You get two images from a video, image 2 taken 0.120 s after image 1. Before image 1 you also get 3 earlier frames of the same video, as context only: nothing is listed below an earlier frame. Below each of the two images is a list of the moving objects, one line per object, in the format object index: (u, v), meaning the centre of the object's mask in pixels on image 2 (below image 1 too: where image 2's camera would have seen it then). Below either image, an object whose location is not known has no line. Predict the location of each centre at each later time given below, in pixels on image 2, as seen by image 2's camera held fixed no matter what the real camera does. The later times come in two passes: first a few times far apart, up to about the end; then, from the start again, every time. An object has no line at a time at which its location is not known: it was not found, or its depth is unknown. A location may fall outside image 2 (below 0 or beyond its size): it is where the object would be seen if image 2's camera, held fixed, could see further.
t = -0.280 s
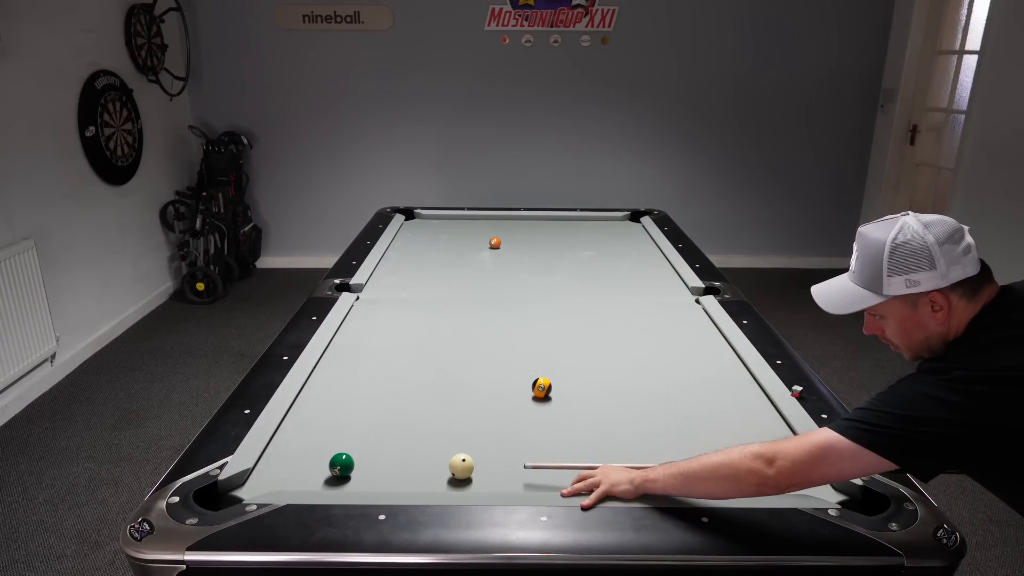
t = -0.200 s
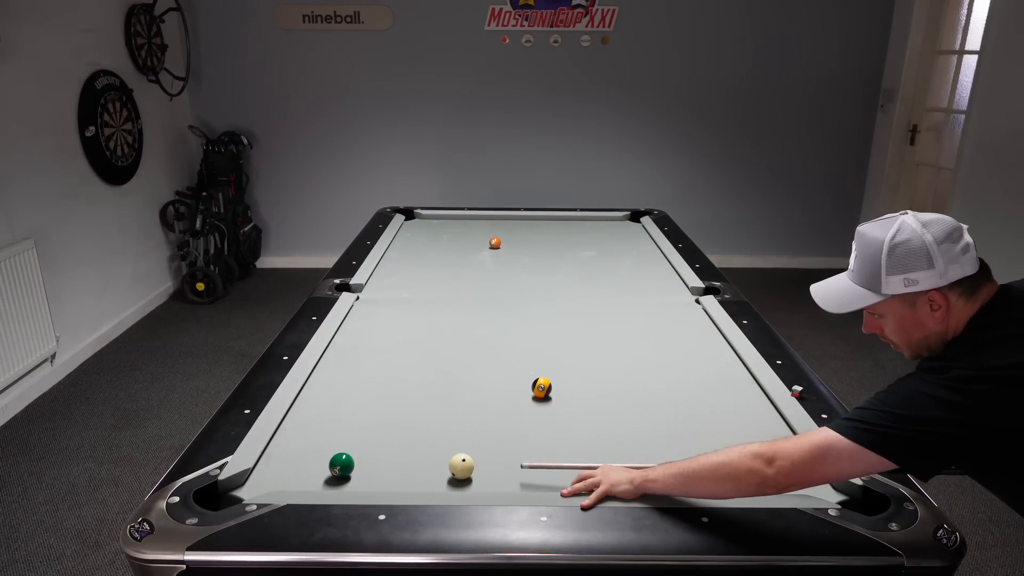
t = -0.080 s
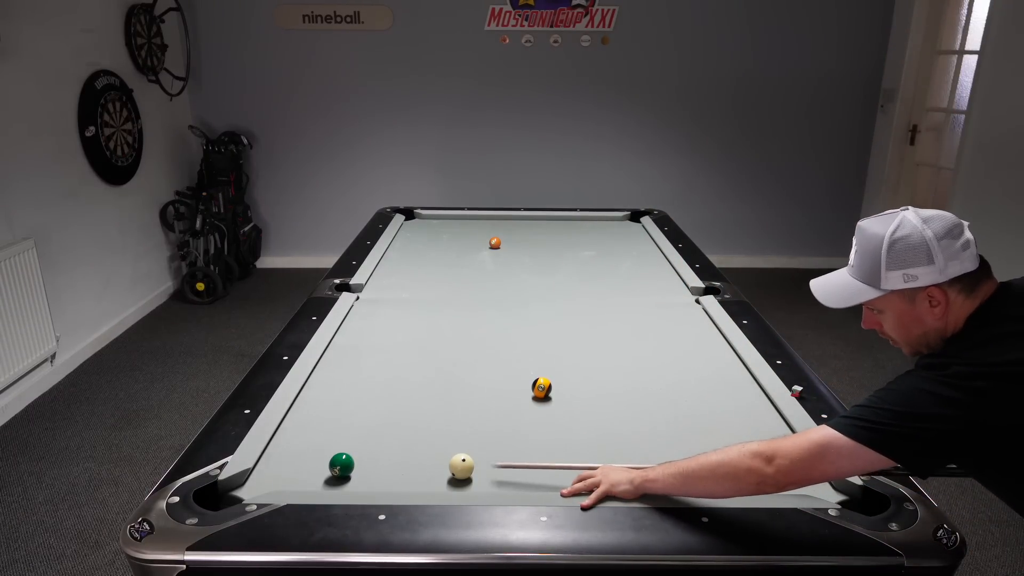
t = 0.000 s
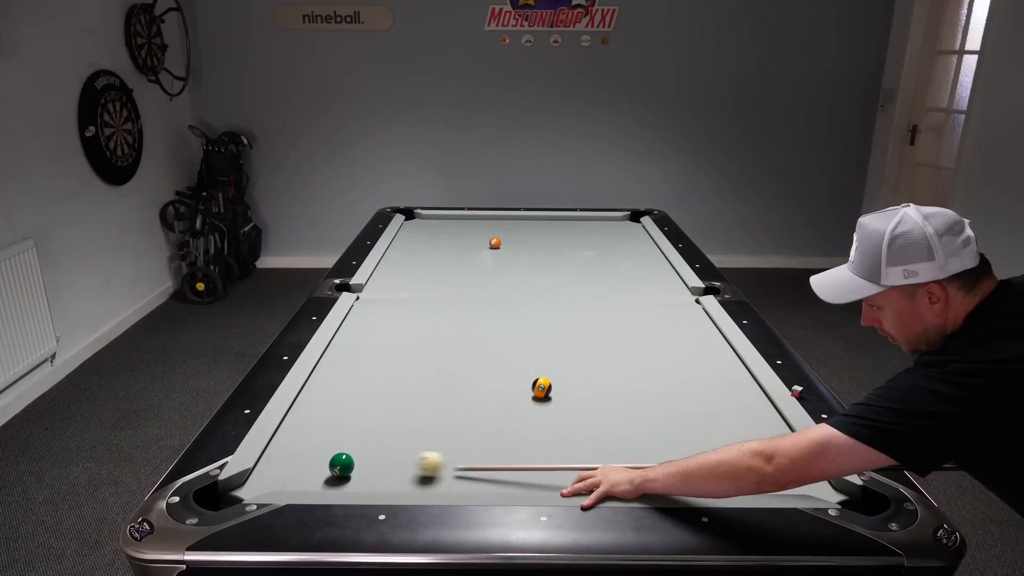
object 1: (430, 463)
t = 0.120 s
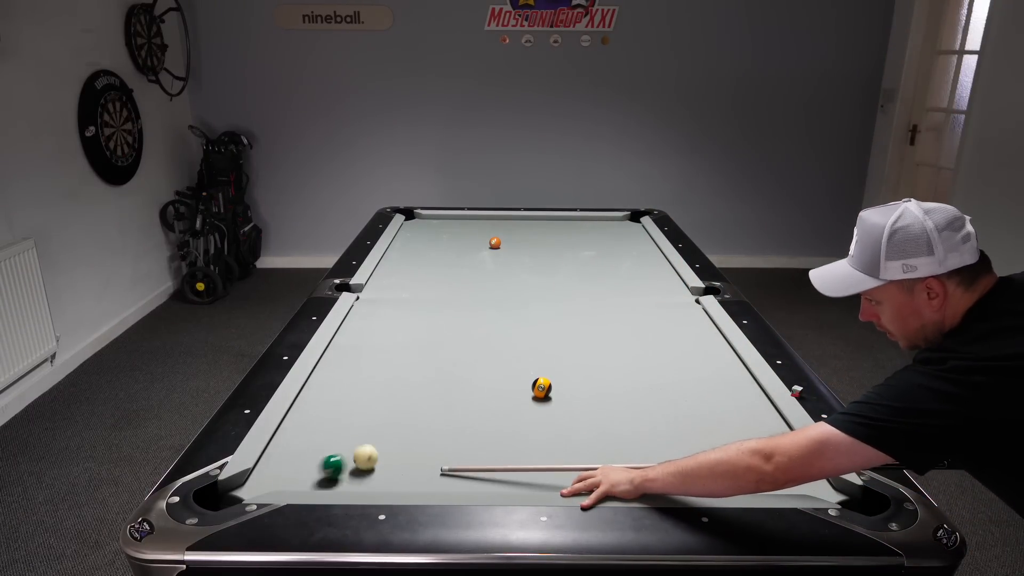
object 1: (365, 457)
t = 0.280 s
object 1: (354, 439)
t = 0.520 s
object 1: (339, 416)
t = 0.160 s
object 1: (362, 452)
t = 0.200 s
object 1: (360, 447)
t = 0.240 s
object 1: (357, 443)
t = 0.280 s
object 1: (354, 439)
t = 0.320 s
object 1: (351, 435)
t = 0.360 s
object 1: (349, 431)
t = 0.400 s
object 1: (346, 427)
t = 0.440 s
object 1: (344, 423)
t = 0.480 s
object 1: (341, 420)
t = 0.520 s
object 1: (339, 416)
